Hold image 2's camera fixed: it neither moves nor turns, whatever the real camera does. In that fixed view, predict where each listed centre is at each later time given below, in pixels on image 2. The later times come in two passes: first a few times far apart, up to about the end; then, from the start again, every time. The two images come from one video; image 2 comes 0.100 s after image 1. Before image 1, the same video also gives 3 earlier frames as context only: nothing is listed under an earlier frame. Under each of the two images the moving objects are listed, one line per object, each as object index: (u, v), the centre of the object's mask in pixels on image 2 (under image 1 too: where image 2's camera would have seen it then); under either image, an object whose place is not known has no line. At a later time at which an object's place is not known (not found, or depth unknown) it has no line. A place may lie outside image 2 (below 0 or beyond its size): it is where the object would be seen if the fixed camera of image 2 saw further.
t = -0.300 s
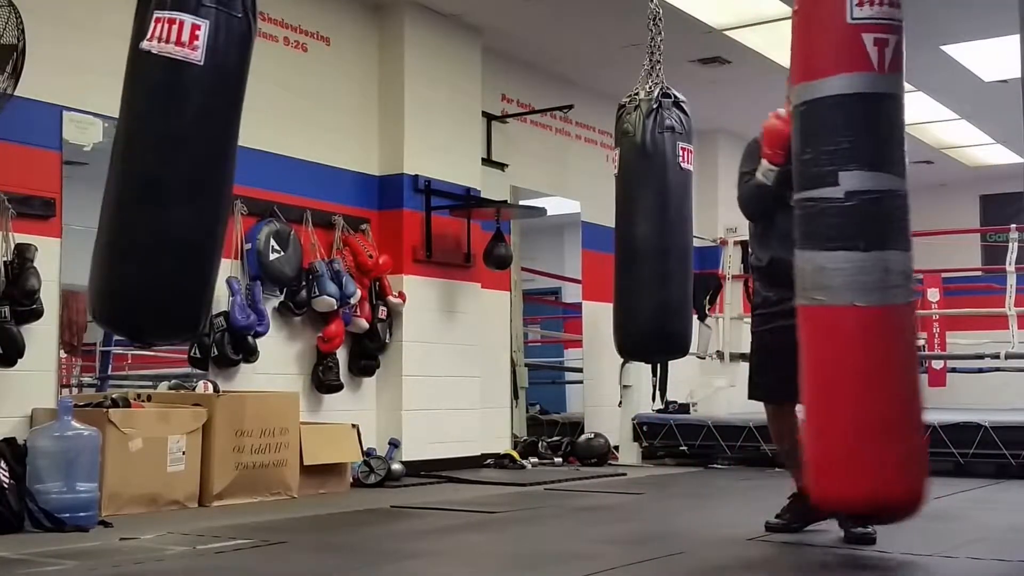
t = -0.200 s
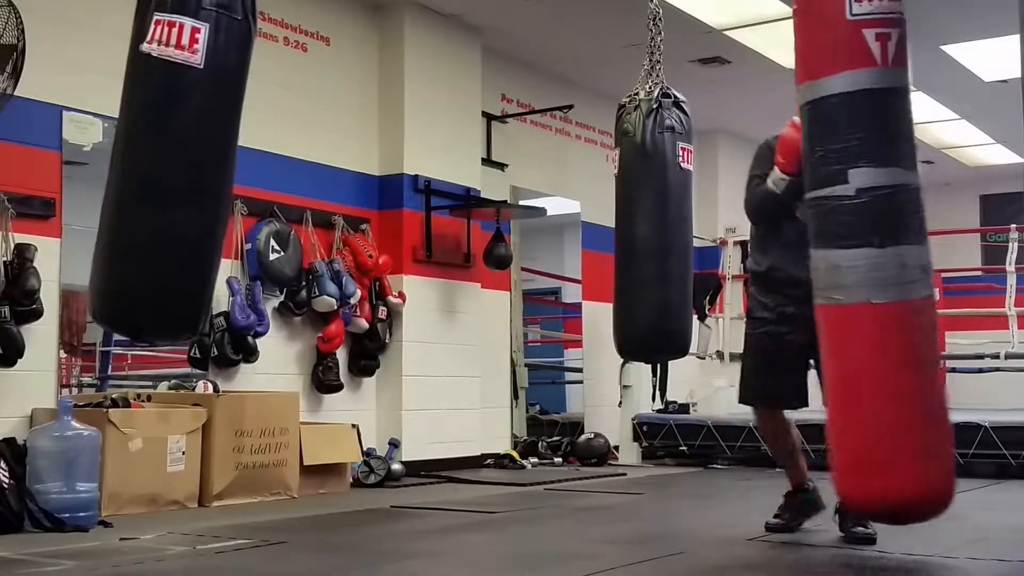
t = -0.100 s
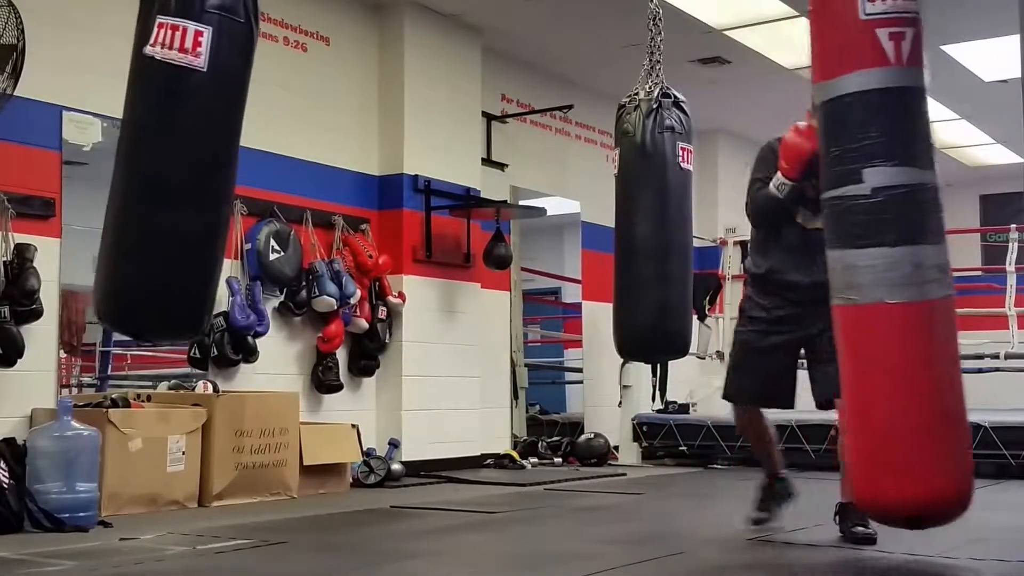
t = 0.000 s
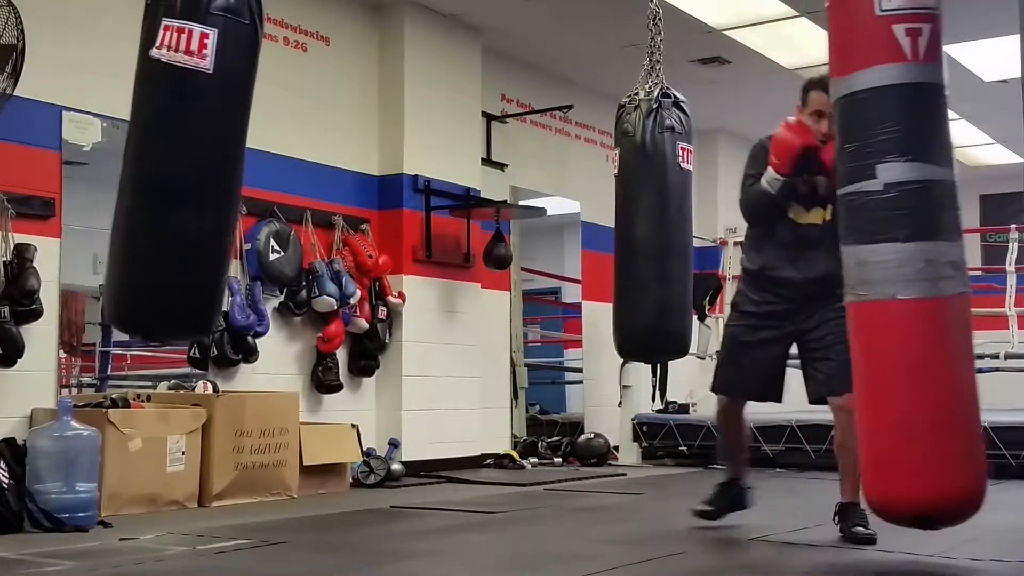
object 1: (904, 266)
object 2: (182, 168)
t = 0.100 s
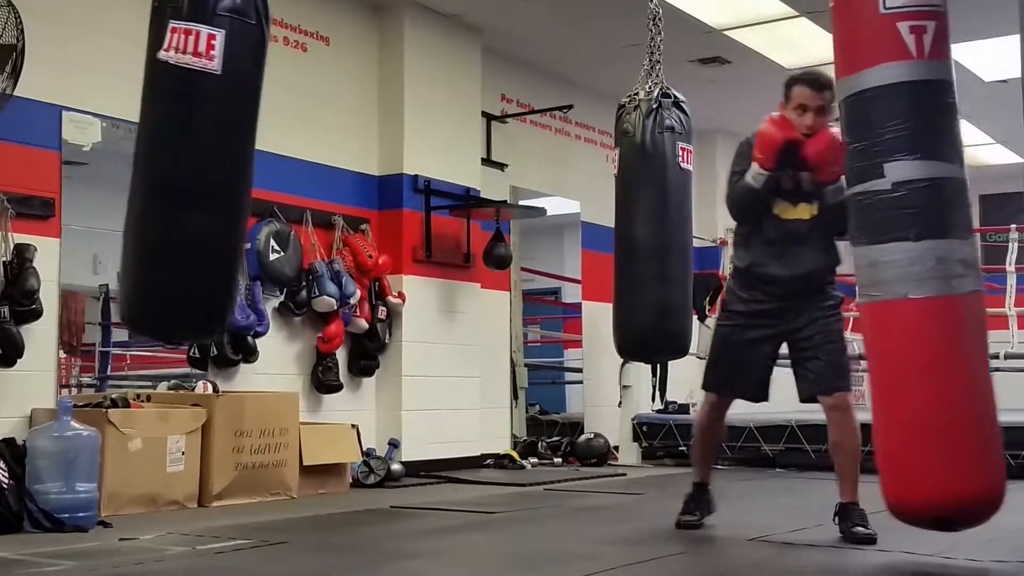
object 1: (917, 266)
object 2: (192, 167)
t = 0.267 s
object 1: (928, 264)
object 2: (216, 168)
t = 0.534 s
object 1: (929, 268)
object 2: (261, 172)
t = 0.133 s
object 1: (920, 265)
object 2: (196, 167)
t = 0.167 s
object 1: (923, 265)
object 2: (201, 169)
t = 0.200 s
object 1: (925, 264)
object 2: (206, 169)
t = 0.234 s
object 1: (927, 264)
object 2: (211, 169)
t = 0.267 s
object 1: (928, 264)
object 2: (216, 168)
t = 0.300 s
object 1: (930, 265)
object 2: (222, 168)
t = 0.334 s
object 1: (931, 266)
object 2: (227, 168)
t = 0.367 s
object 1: (932, 267)
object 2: (233, 170)
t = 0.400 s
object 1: (933, 267)
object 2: (238, 171)
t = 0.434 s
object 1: (933, 267)
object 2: (244, 171)
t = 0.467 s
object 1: (932, 268)
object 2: (249, 171)
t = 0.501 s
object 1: (931, 268)
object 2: (255, 171)
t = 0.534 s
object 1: (929, 268)
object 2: (261, 172)
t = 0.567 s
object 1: (927, 268)
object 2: (266, 172)
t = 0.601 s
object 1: (924, 268)
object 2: (272, 171)
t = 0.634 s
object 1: (921, 268)
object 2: (277, 173)
